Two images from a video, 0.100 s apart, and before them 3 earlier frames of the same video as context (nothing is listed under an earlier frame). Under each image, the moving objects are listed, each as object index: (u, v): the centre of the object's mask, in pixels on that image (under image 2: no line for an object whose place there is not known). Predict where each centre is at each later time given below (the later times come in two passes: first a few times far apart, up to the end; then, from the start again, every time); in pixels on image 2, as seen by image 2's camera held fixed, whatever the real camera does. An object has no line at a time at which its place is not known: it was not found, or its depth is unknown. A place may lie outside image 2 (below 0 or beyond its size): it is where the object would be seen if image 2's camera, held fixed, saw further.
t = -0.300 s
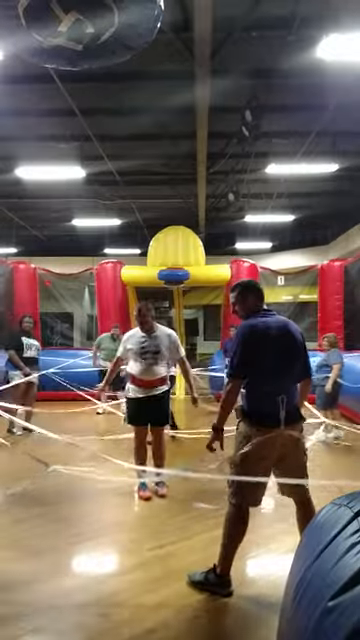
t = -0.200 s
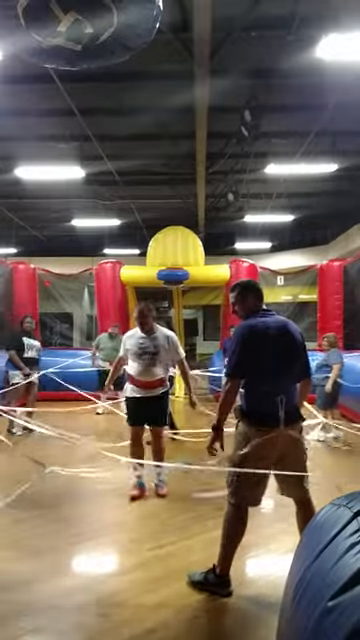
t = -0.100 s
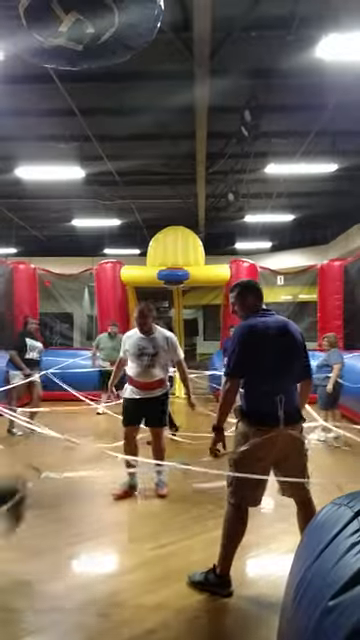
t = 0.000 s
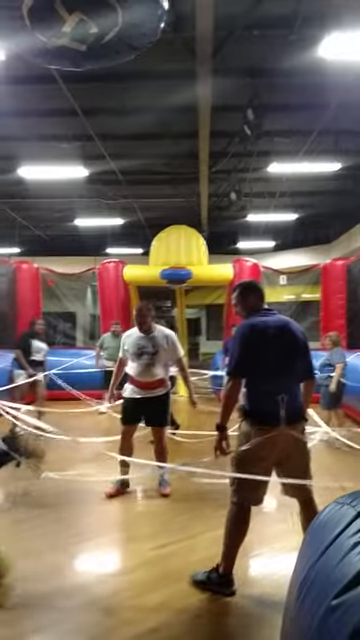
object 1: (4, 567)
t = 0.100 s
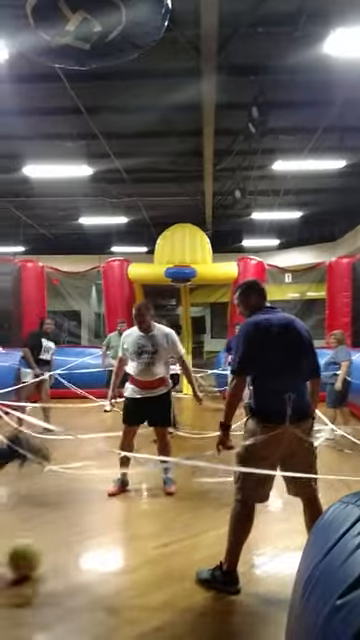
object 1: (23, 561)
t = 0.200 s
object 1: (49, 554)
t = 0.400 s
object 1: (93, 542)
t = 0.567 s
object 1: (129, 533)
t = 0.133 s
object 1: (33, 559)
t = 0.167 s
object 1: (41, 556)
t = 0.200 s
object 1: (49, 554)
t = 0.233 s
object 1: (57, 552)
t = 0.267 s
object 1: (65, 550)
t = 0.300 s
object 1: (72, 548)
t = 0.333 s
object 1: (79, 546)
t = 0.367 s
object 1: (87, 544)
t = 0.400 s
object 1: (93, 542)
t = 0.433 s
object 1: (100, 540)
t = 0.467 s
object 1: (109, 537)
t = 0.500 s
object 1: (116, 535)
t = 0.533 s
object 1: (122, 535)
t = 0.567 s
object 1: (129, 533)
